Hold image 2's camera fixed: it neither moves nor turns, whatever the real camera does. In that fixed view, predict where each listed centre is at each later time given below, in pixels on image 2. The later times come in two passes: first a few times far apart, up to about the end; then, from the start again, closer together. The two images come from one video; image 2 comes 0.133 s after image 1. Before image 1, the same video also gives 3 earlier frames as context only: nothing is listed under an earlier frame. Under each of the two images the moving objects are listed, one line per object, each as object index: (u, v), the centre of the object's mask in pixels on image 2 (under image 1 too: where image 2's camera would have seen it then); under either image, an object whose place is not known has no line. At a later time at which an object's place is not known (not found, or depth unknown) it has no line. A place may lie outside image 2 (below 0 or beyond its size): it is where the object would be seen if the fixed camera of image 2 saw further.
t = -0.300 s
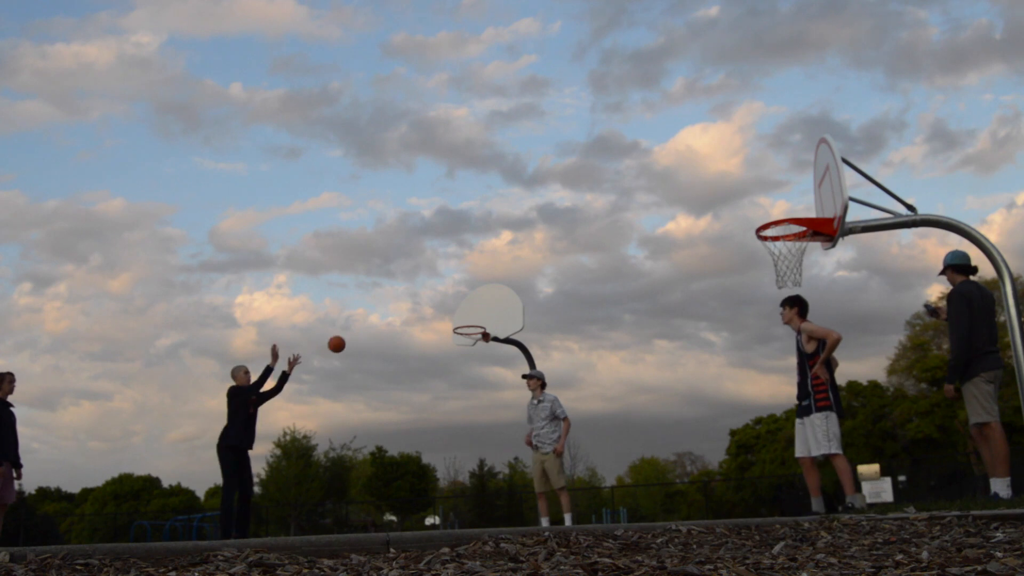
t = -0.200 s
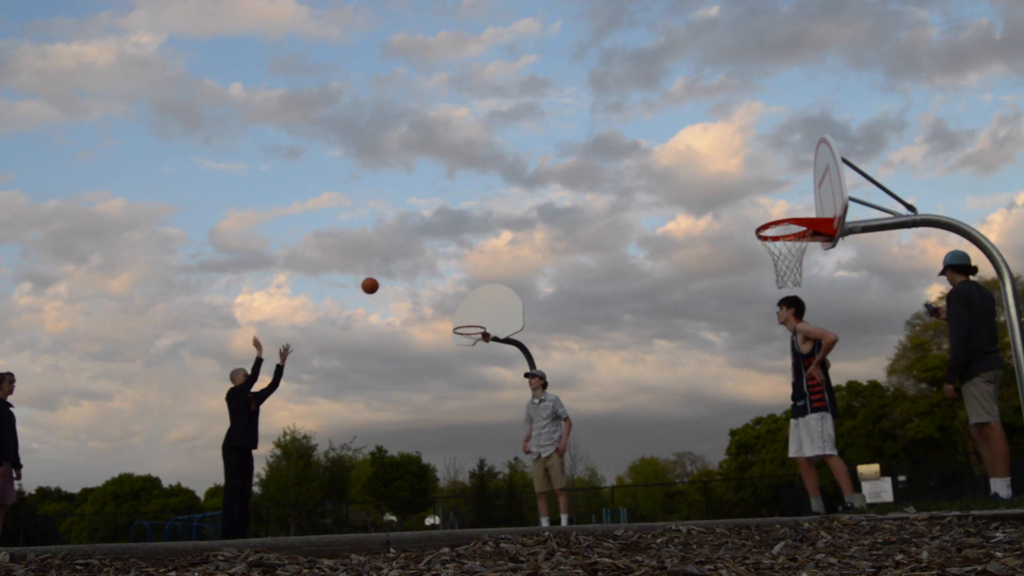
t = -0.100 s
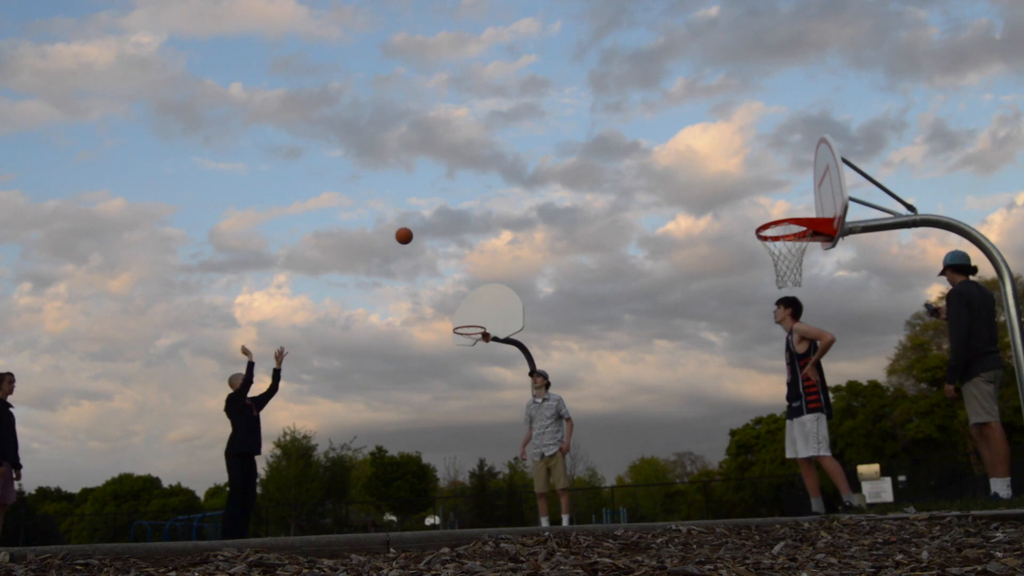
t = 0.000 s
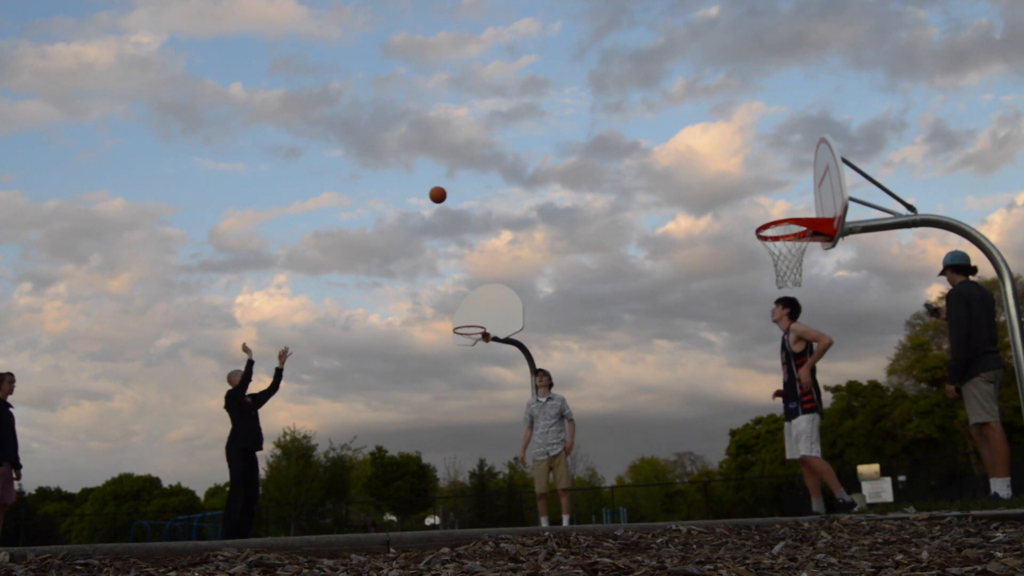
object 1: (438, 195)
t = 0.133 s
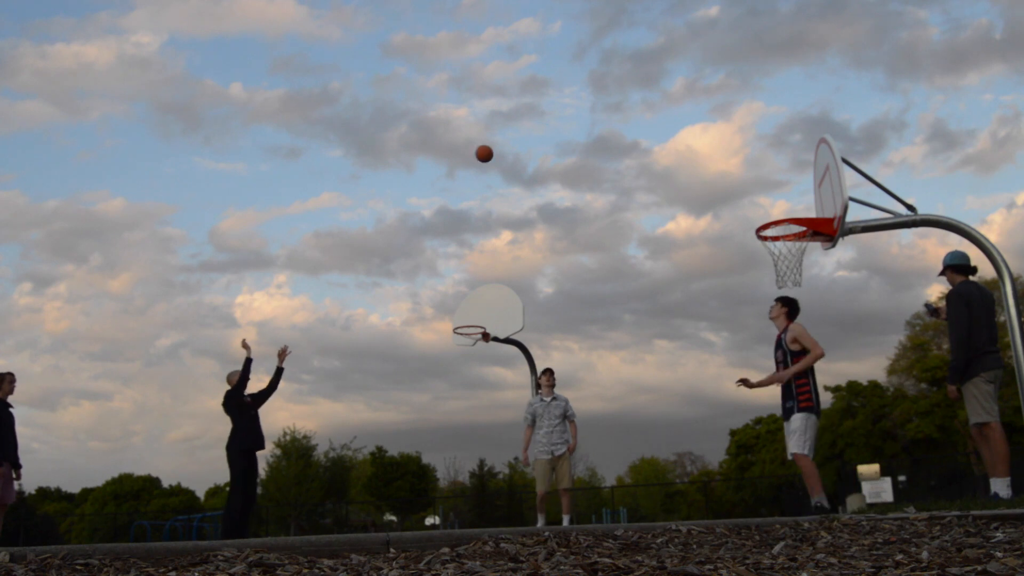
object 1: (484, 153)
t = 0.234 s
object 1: (519, 132)
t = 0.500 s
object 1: (622, 120)
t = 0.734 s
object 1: (724, 167)
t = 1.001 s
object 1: (783, 261)
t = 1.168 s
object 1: (763, 292)
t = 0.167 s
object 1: (496, 146)
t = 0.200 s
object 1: (508, 138)
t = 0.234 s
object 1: (519, 132)
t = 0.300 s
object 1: (544, 124)
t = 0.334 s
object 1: (556, 120)
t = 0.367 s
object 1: (569, 118)
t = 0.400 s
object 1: (582, 117)
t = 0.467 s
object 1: (608, 118)
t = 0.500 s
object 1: (622, 120)
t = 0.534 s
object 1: (635, 123)
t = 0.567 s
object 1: (650, 128)
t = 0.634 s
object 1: (678, 139)
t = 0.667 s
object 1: (694, 147)
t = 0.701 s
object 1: (709, 156)
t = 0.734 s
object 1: (724, 167)
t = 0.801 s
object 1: (757, 192)
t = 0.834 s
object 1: (774, 206)
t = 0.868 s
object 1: (792, 224)
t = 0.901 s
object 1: (795, 235)
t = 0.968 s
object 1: (789, 257)
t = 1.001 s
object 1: (783, 261)
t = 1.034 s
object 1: (779, 264)
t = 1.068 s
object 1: (775, 269)
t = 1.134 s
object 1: (767, 283)
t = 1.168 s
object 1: (763, 292)
